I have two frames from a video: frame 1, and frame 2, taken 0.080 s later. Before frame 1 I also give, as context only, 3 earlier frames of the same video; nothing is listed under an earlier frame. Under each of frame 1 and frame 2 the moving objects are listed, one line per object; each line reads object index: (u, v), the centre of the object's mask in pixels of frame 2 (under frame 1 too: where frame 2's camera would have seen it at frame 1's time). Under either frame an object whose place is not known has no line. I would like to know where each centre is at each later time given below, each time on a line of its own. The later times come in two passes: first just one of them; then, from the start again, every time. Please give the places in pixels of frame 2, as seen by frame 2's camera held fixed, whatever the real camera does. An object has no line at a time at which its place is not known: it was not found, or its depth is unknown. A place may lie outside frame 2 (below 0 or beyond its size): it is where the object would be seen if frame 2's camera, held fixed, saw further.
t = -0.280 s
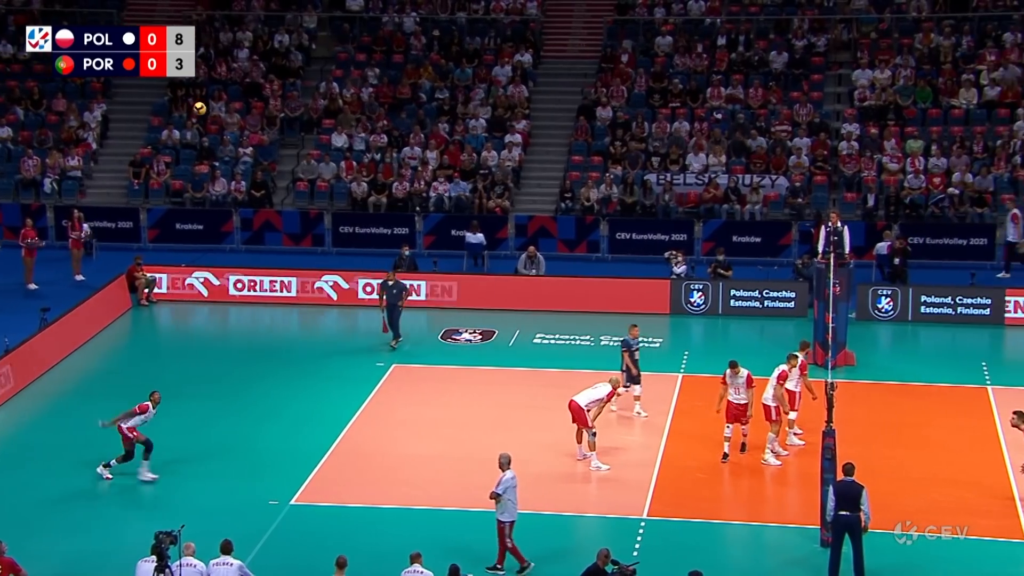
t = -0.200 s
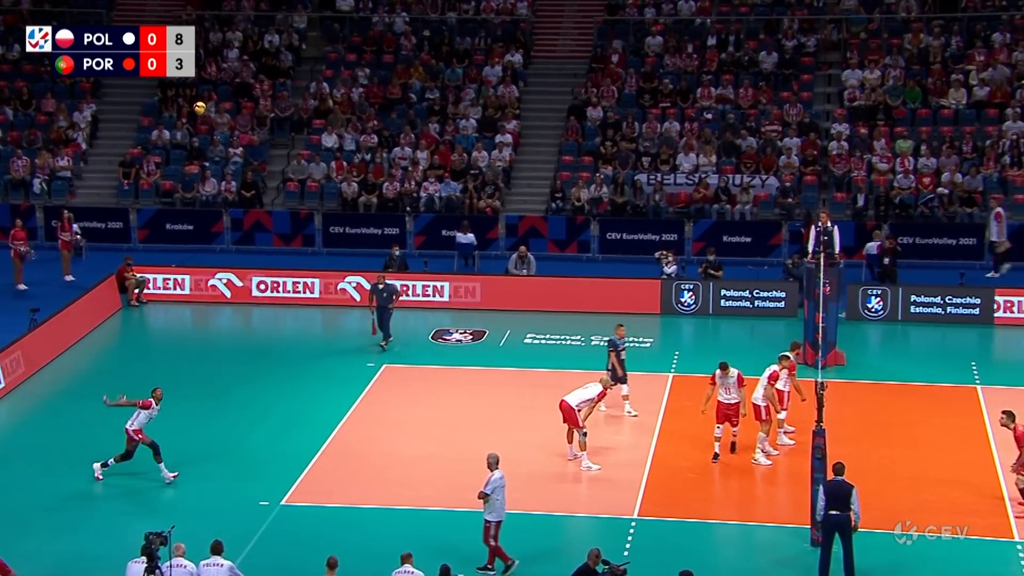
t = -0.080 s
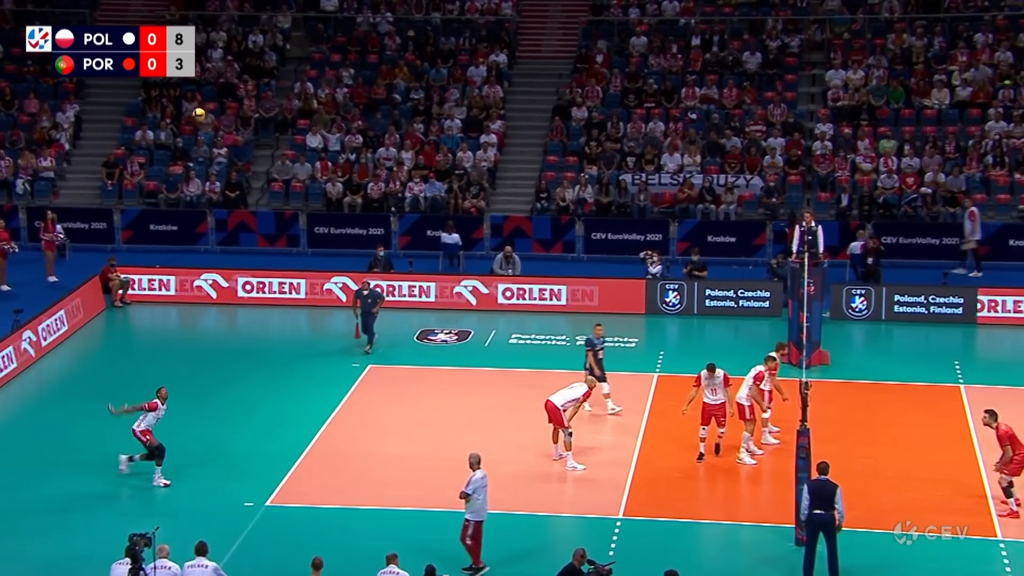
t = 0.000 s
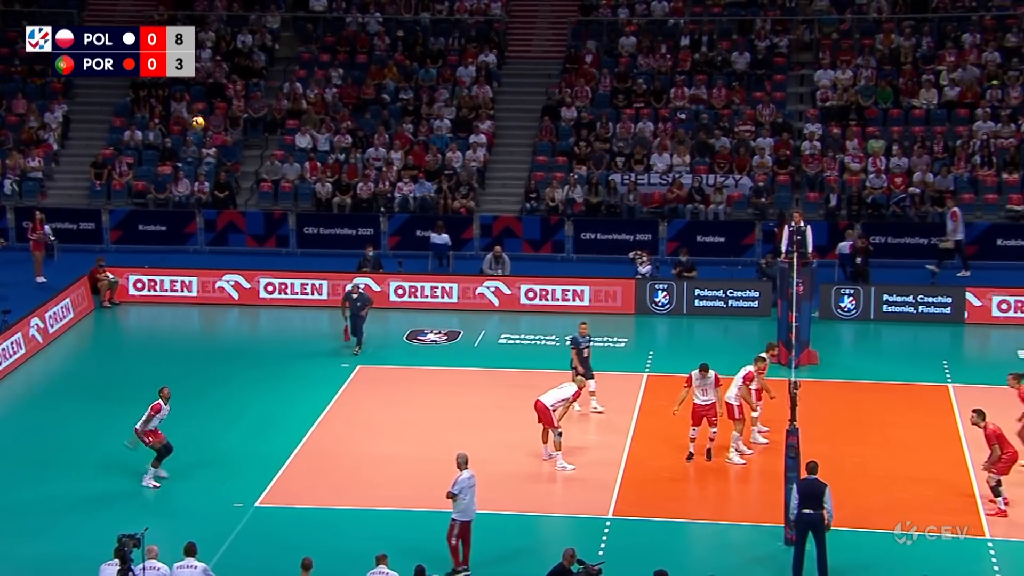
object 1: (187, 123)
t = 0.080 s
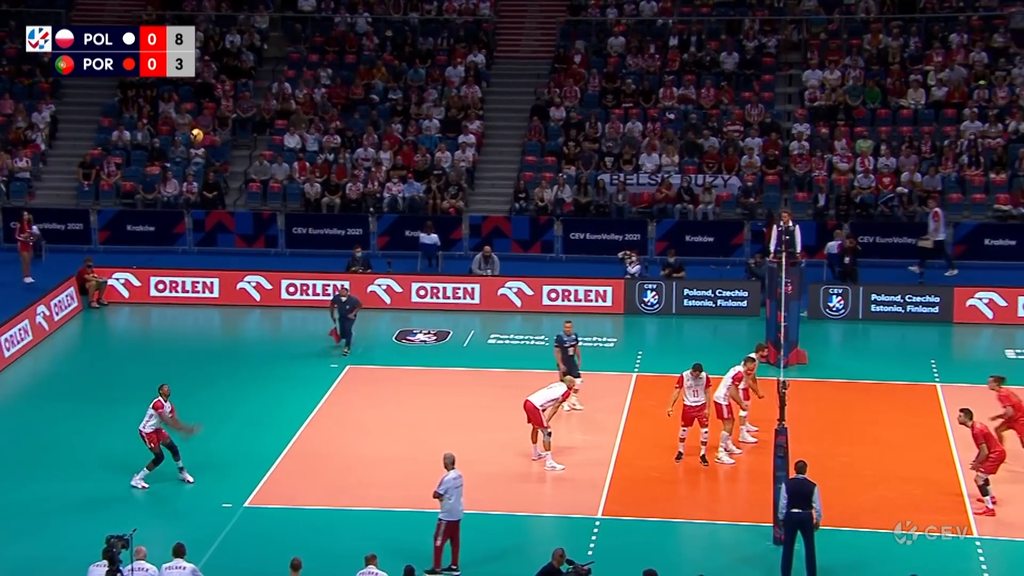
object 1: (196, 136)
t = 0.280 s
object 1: (221, 180)
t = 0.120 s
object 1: (202, 142)
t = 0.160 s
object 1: (207, 151)
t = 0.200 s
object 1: (212, 160)
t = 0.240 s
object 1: (216, 170)
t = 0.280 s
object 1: (221, 180)
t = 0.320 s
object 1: (227, 190)
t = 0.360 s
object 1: (231, 204)
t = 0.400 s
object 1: (235, 217)
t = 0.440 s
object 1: (240, 231)
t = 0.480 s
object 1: (245, 246)
